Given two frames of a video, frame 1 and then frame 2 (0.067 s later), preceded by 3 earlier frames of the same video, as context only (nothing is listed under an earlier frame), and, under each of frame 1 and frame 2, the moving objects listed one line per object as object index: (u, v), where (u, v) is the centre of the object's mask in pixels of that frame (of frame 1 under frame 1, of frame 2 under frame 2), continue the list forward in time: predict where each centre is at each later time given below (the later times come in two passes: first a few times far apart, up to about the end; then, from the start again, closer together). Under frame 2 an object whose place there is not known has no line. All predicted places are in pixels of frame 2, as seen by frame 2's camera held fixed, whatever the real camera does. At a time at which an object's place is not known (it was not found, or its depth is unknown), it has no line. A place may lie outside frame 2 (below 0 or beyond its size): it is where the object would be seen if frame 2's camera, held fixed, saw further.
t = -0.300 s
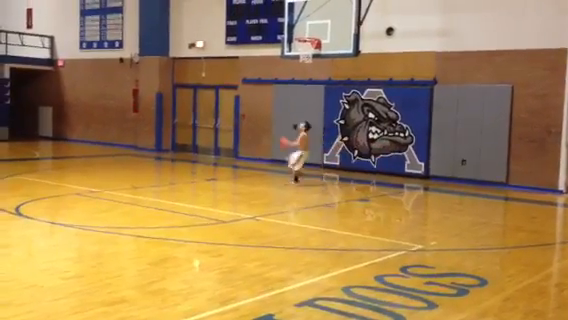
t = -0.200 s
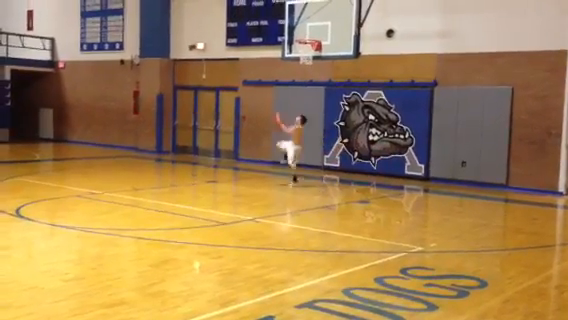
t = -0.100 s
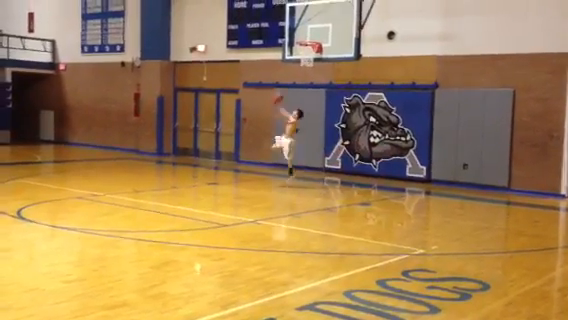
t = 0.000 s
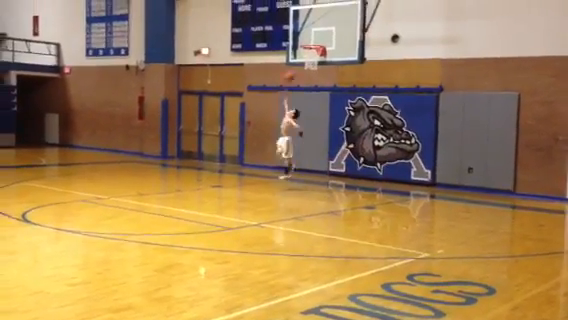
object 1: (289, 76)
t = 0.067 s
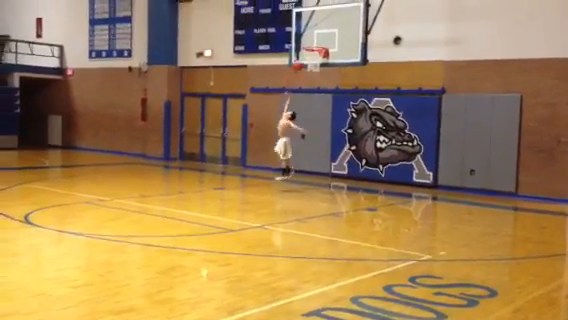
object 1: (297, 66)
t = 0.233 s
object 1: (308, 43)
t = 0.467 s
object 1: (308, 41)
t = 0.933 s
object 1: (323, 92)
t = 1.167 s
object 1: (328, 154)
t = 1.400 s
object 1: (334, 163)
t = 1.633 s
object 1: (339, 127)
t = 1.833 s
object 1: (343, 117)
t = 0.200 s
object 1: (307, 46)
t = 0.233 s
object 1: (308, 43)
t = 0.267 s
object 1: (308, 42)
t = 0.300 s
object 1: (308, 40)
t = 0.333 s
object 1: (308, 39)
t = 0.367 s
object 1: (309, 39)
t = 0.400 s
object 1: (309, 40)
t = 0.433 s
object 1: (309, 40)
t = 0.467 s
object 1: (308, 41)
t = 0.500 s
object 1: (308, 42)
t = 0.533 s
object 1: (308, 44)
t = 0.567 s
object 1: (310, 48)
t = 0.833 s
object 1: (320, 74)
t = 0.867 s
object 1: (322, 83)
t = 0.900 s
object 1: (322, 87)
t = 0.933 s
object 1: (323, 92)
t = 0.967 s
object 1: (325, 101)
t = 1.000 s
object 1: (324, 108)
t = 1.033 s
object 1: (325, 116)
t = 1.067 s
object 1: (325, 125)
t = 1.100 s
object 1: (326, 134)
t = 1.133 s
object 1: (327, 143)
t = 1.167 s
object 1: (328, 154)
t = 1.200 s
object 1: (329, 165)
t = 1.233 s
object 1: (330, 175)
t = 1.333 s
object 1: (332, 178)
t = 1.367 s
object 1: (334, 170)
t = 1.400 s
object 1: (334, 163)
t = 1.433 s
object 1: (335, 156)
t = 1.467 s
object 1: (335, 150)
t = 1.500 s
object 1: (336, 144)
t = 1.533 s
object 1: (337, 139)
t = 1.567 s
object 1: (338, 135)
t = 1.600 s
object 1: (338, 131)
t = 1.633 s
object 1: (339, 127)
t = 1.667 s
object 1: (339, 125)
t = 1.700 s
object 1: (341, 122)
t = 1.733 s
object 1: (341, 121)
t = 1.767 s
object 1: (342, 118)
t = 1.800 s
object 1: (343, 117)
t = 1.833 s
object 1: (343, 117)
